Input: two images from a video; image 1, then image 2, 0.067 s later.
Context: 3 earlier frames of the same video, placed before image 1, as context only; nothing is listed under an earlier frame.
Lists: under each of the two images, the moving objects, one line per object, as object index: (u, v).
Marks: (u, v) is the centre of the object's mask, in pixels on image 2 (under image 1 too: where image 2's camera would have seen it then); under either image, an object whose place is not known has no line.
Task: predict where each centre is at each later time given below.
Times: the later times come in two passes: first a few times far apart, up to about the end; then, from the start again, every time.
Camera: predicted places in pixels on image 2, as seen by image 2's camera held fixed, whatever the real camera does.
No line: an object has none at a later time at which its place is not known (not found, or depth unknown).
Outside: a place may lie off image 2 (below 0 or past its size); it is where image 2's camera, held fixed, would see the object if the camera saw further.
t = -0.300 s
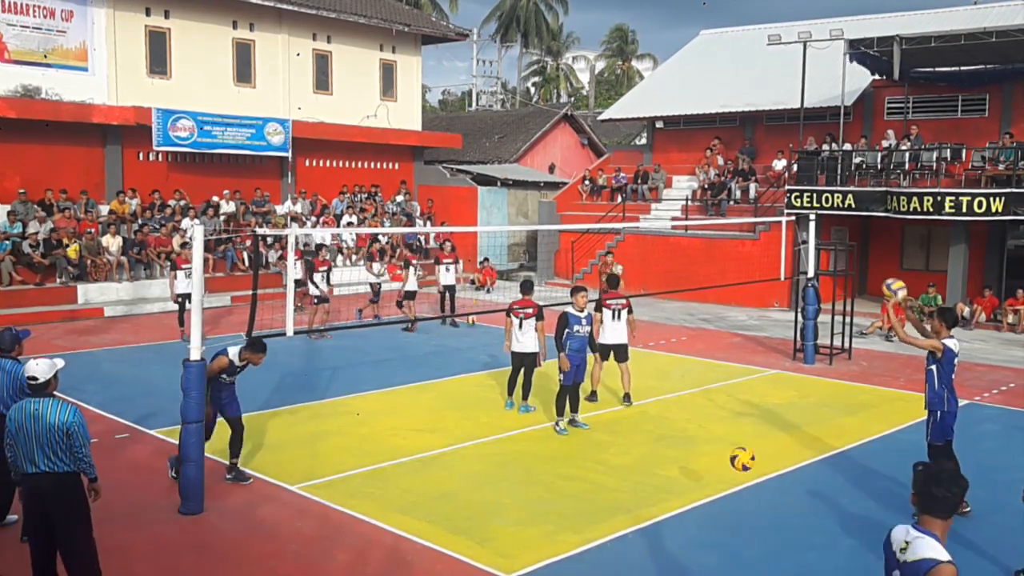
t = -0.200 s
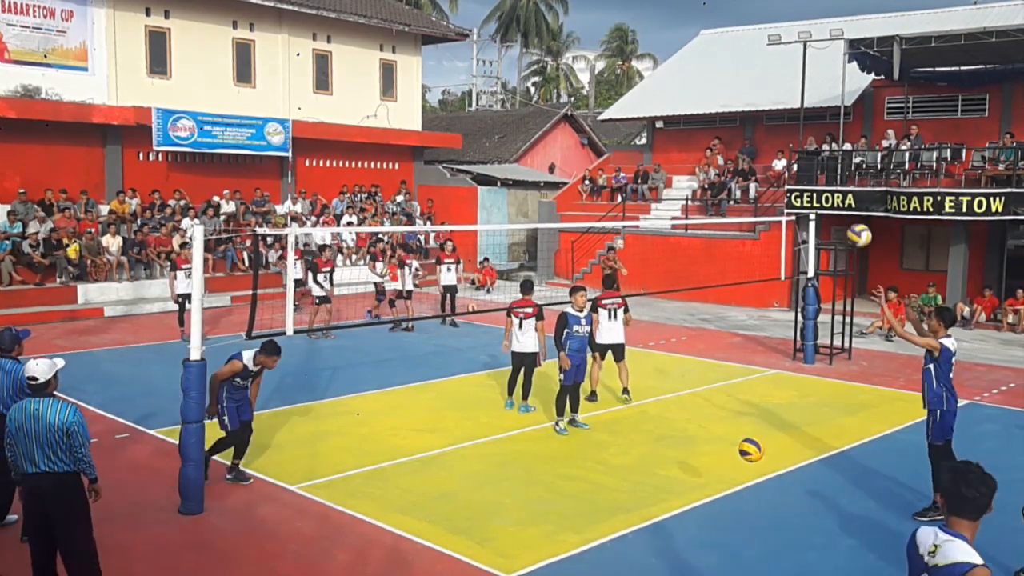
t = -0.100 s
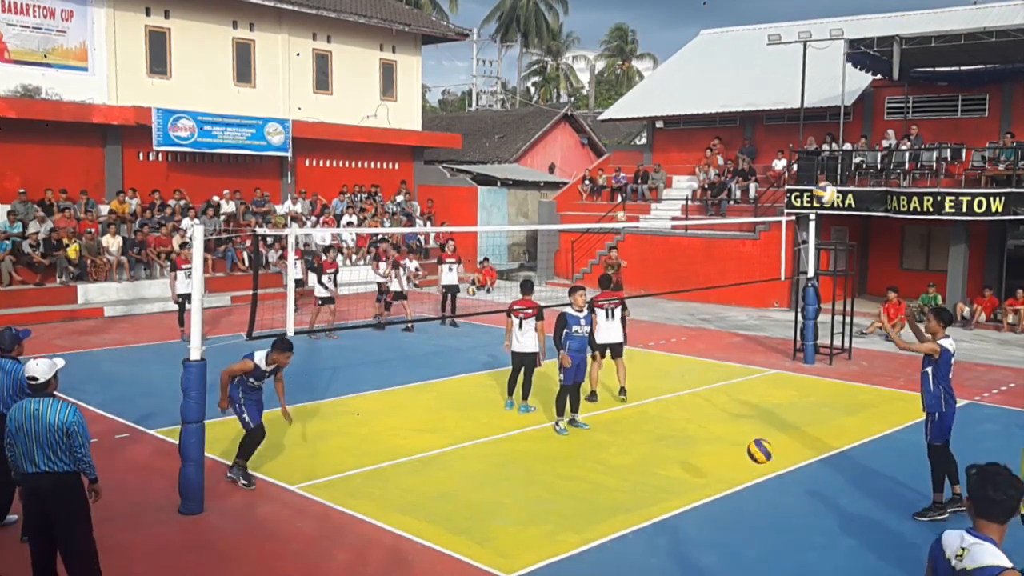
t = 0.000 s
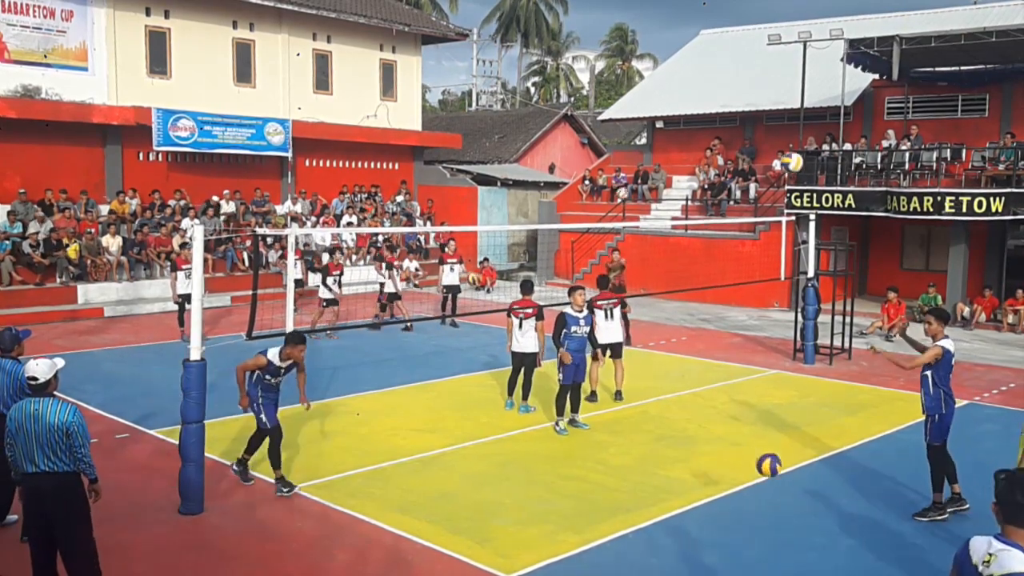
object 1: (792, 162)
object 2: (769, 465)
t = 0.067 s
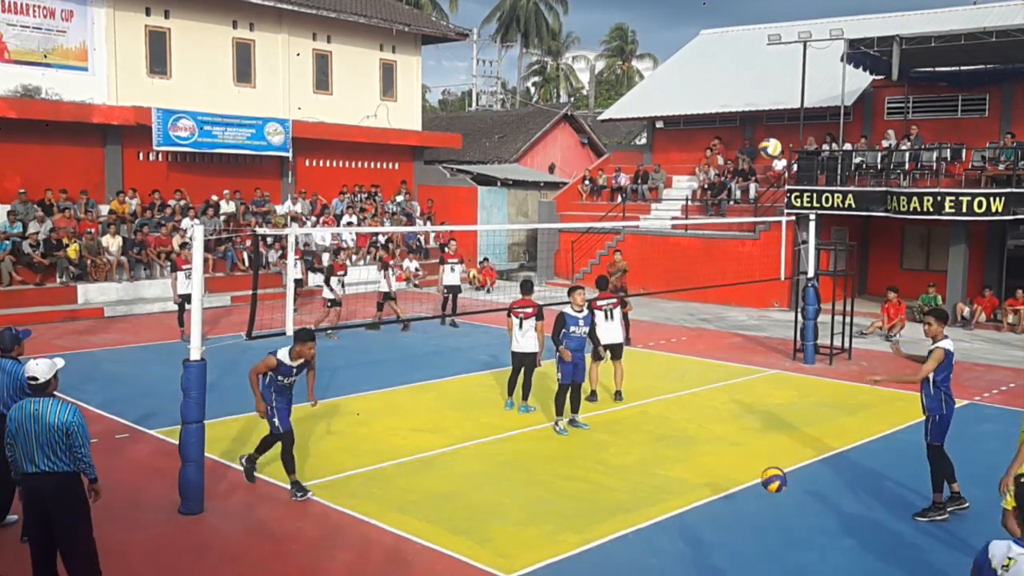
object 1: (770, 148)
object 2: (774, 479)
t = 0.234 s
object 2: (787, 535)
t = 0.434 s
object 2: (806, 499)
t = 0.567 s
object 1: (621, 186)
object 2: (817, 500)
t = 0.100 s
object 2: (776, 490)
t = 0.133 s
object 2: (779, 500)
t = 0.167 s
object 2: (781, 512)
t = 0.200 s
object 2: (784, 526)
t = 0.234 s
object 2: (787, 535)
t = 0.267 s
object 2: (790, 526)
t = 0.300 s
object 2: (793, 518)
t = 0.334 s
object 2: (796, 511)
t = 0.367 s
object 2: (800, 506)
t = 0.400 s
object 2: (802, 502)
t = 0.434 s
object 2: (806, 499)
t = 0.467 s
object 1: (650, 161)
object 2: (809, 497)
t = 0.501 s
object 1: (639, 167)
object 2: (812, 497)
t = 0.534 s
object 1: (631, 177)
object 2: (815, 498)
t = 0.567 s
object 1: (621, 186)
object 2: (817, 500)
